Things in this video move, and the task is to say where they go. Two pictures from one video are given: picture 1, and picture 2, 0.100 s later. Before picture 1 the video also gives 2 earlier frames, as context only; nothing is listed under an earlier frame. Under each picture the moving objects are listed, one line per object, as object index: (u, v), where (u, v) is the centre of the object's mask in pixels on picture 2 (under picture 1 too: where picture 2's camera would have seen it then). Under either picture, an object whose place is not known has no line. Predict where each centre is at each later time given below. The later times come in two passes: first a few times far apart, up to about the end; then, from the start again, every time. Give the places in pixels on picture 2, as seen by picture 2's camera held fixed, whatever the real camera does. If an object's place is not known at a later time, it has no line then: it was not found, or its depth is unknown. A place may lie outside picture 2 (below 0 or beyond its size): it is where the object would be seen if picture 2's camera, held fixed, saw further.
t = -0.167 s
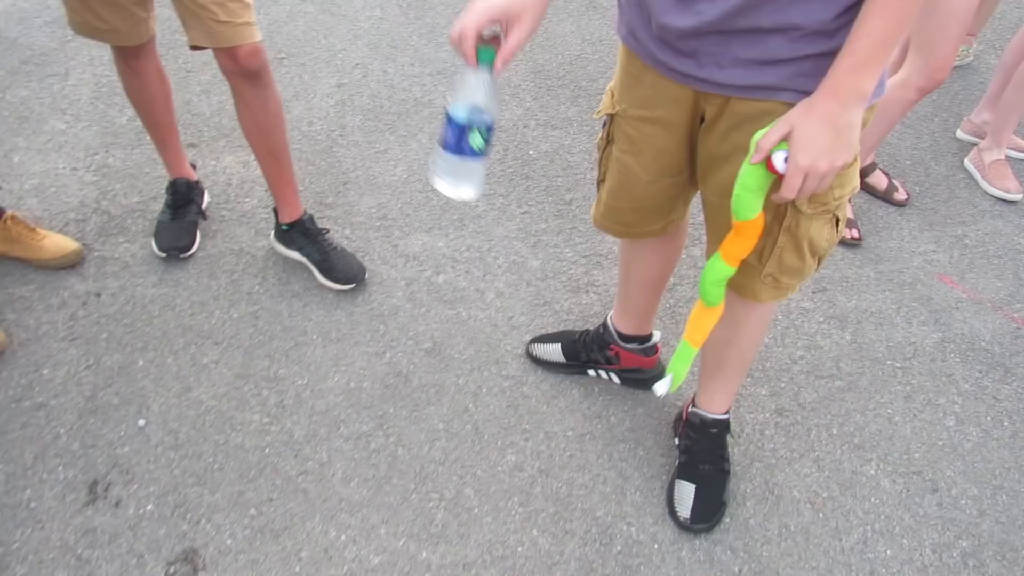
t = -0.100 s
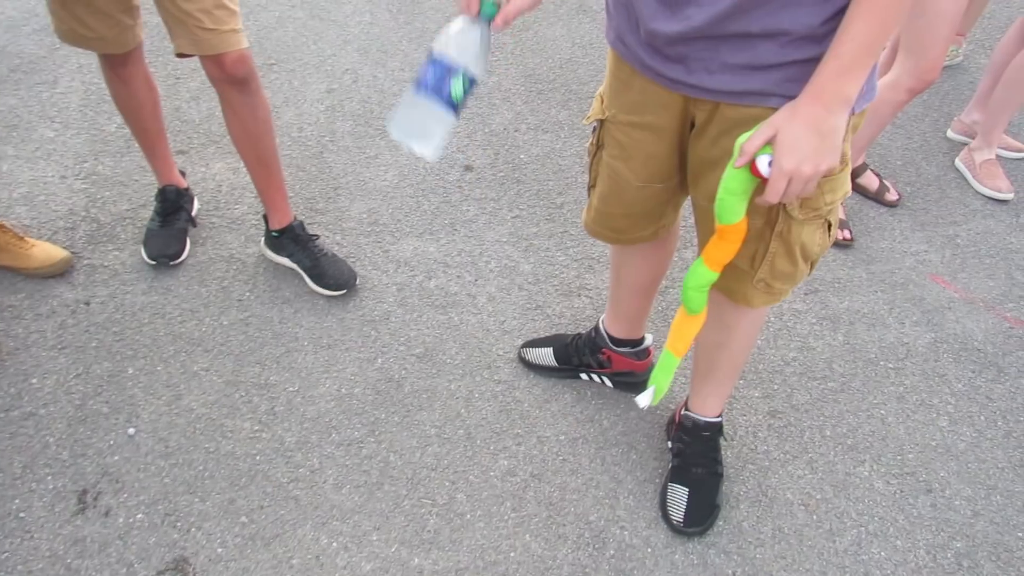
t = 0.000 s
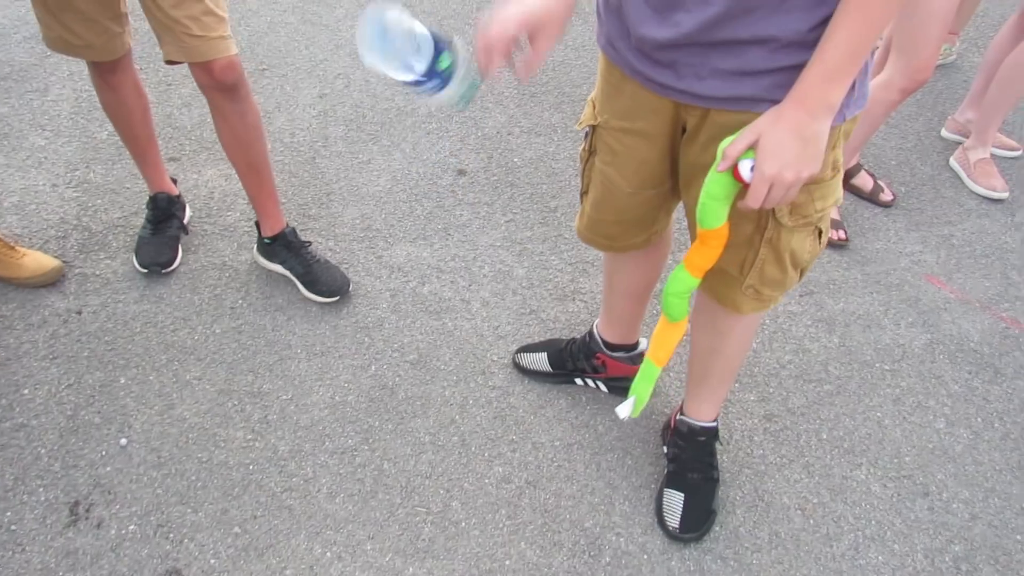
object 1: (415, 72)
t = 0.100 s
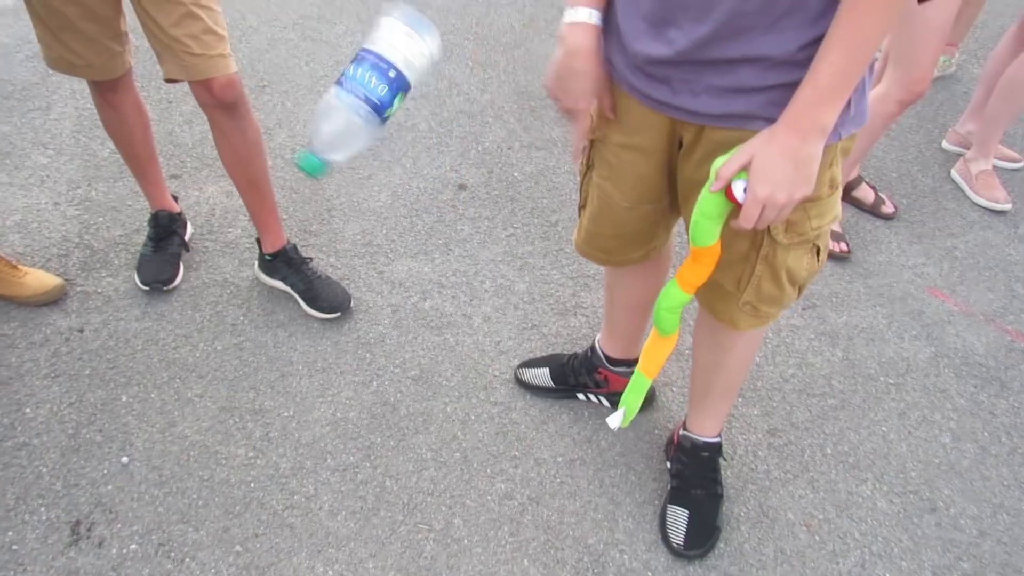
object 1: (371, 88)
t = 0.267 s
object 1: (379, 236)
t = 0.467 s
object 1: (397, 563)
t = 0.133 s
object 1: (365, 94)
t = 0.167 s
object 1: (365, 113)
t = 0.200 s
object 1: (369, 143)
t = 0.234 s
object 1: (375, 186)
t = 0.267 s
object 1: (379, 236)
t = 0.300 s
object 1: (382, 292)
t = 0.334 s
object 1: (385, 350)
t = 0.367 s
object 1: (387, 409)
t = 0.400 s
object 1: (388, 468)
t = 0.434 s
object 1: (389, 524)
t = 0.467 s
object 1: (397, 563)
